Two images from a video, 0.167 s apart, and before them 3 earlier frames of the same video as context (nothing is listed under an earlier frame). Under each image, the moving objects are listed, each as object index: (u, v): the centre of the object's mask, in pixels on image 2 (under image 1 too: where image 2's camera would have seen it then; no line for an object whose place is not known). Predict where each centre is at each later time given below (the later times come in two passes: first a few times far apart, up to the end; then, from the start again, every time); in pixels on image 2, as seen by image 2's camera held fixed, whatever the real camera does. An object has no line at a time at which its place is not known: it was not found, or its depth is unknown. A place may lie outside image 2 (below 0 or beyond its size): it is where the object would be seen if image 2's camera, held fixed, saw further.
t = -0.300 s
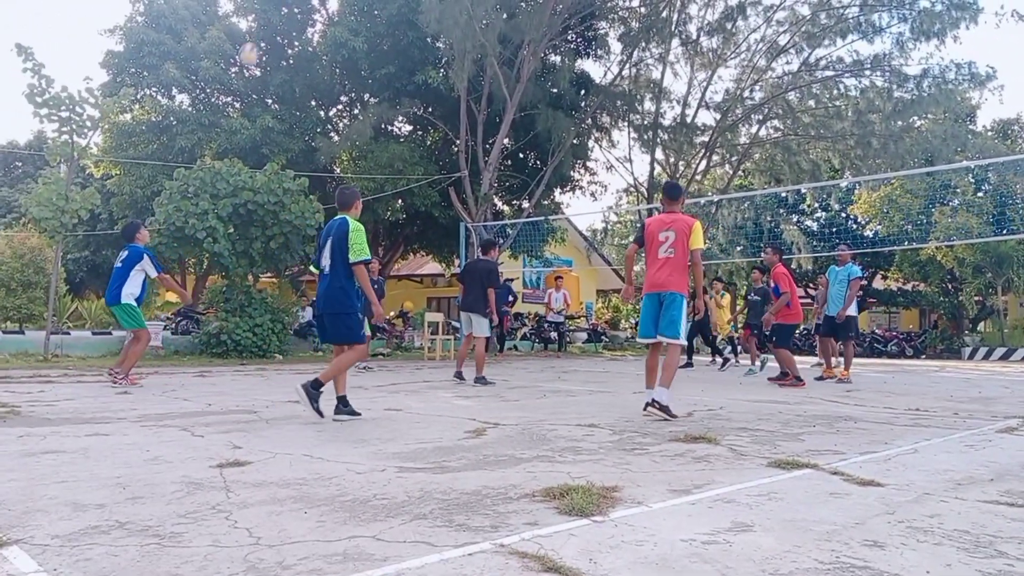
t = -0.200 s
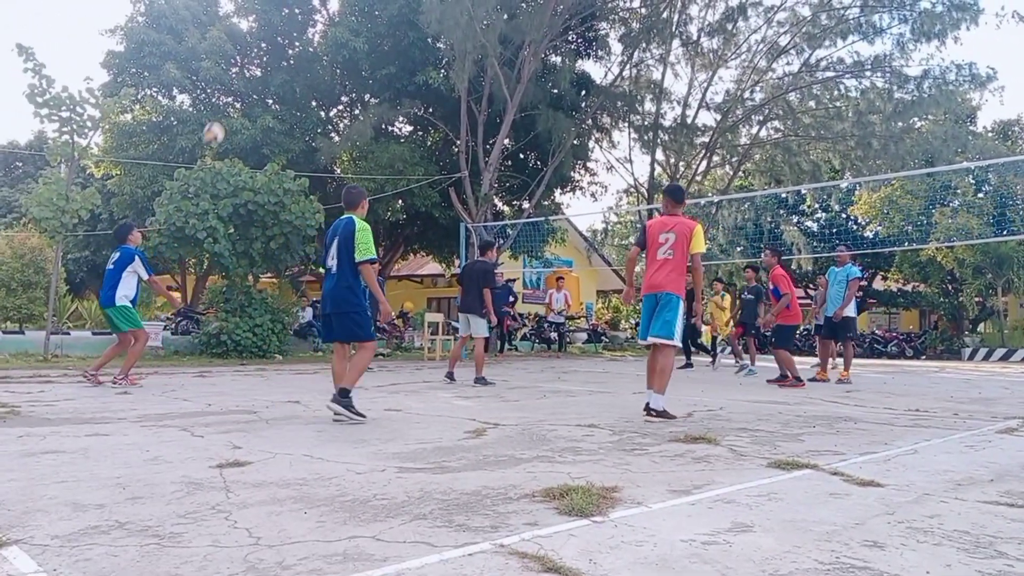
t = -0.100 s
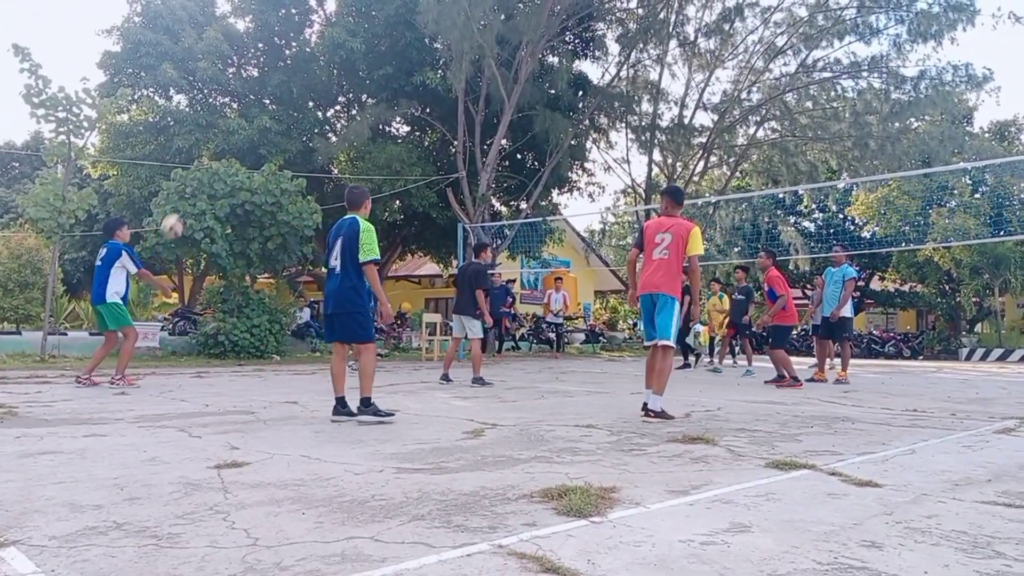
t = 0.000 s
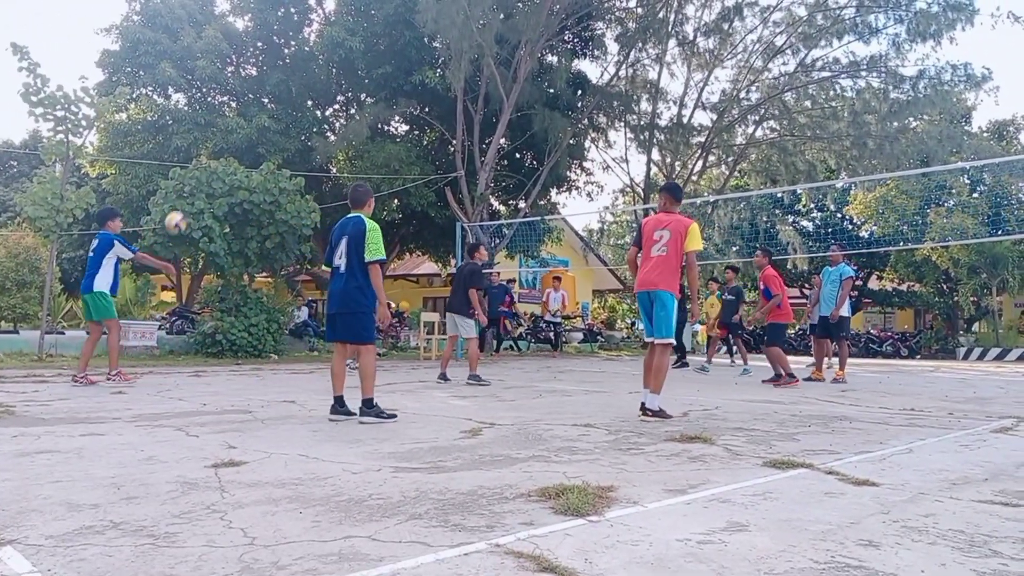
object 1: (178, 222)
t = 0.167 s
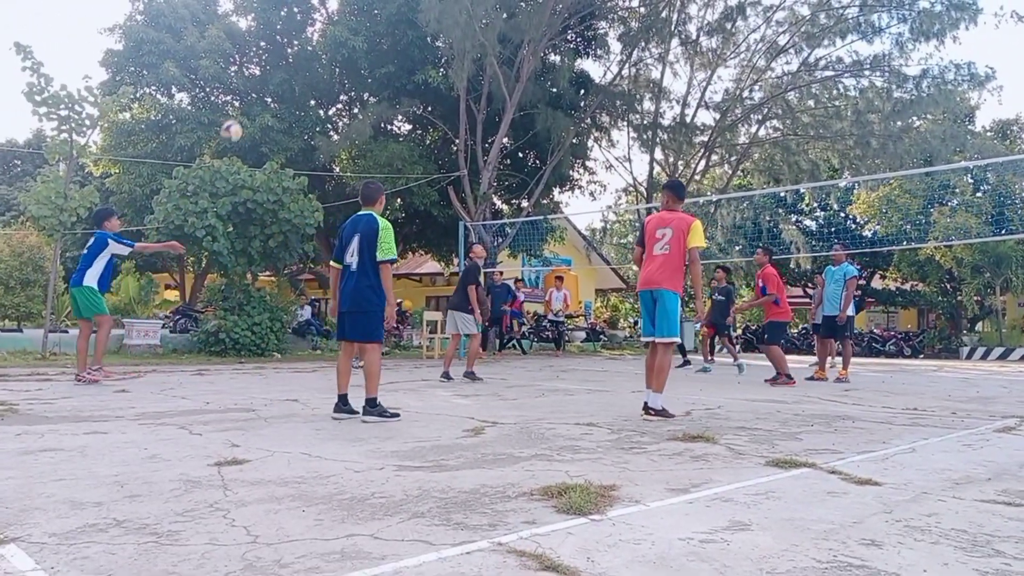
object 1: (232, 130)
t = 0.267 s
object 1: (260, 90)
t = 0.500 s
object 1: (322, 34)
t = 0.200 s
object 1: (241, 116)
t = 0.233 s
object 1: (250, 103)
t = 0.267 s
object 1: (260, 90)
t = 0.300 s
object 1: (269, 79)
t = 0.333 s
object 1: (278, 69)
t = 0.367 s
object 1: (287, 60)
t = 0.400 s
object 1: (296, 51)
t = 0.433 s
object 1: (304, 45)
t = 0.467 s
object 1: (314, 38)
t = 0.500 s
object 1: (322, 34)
